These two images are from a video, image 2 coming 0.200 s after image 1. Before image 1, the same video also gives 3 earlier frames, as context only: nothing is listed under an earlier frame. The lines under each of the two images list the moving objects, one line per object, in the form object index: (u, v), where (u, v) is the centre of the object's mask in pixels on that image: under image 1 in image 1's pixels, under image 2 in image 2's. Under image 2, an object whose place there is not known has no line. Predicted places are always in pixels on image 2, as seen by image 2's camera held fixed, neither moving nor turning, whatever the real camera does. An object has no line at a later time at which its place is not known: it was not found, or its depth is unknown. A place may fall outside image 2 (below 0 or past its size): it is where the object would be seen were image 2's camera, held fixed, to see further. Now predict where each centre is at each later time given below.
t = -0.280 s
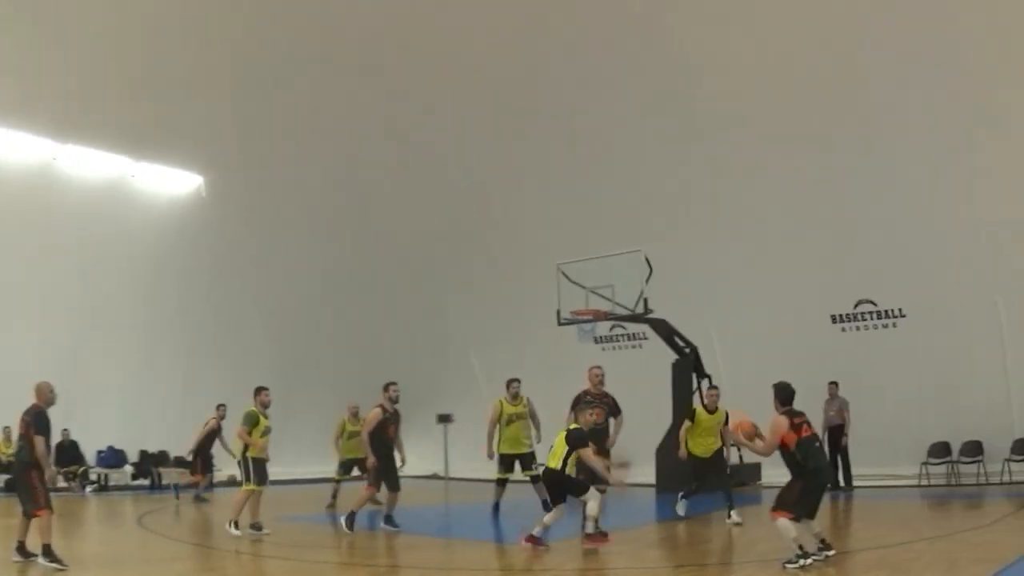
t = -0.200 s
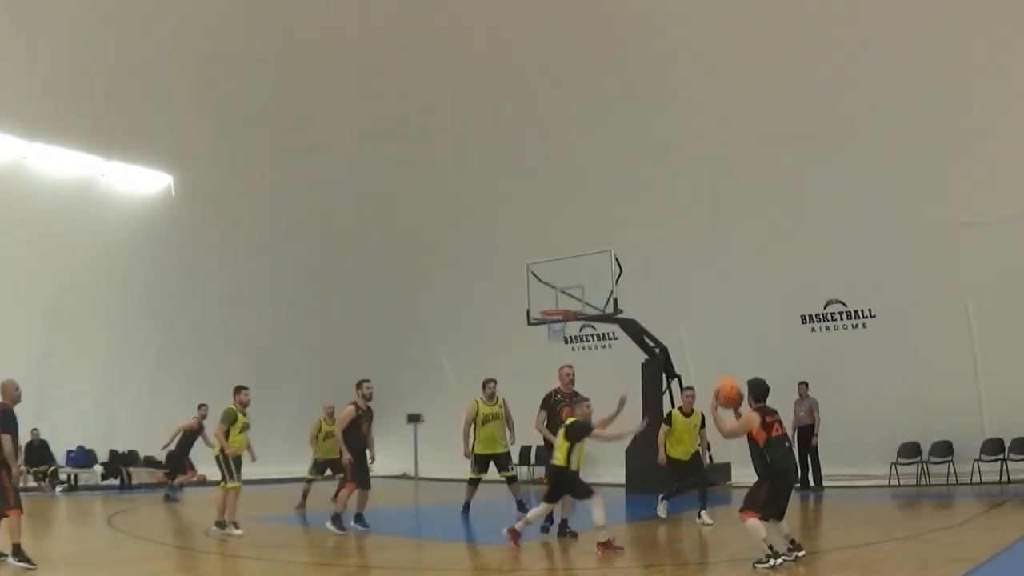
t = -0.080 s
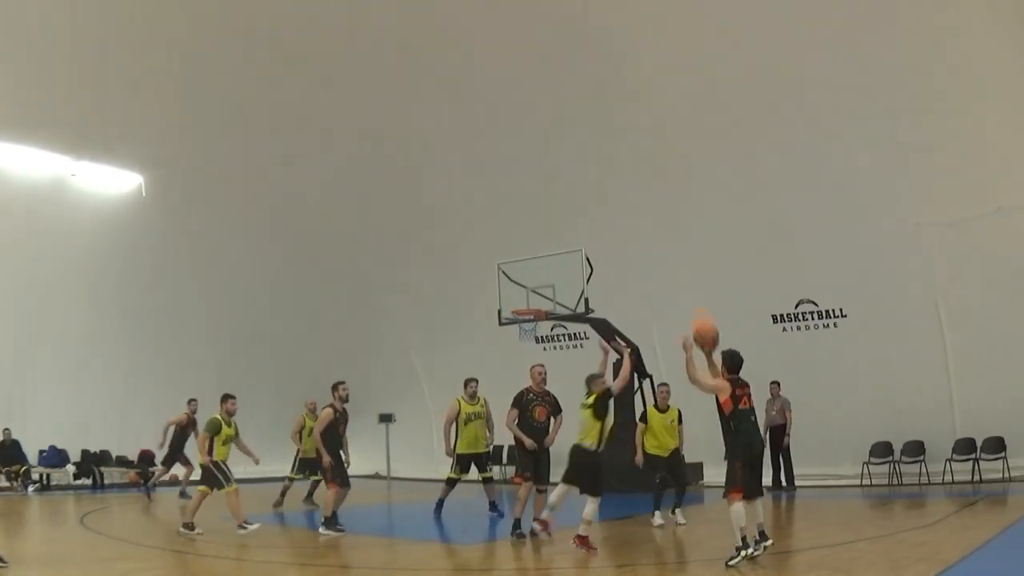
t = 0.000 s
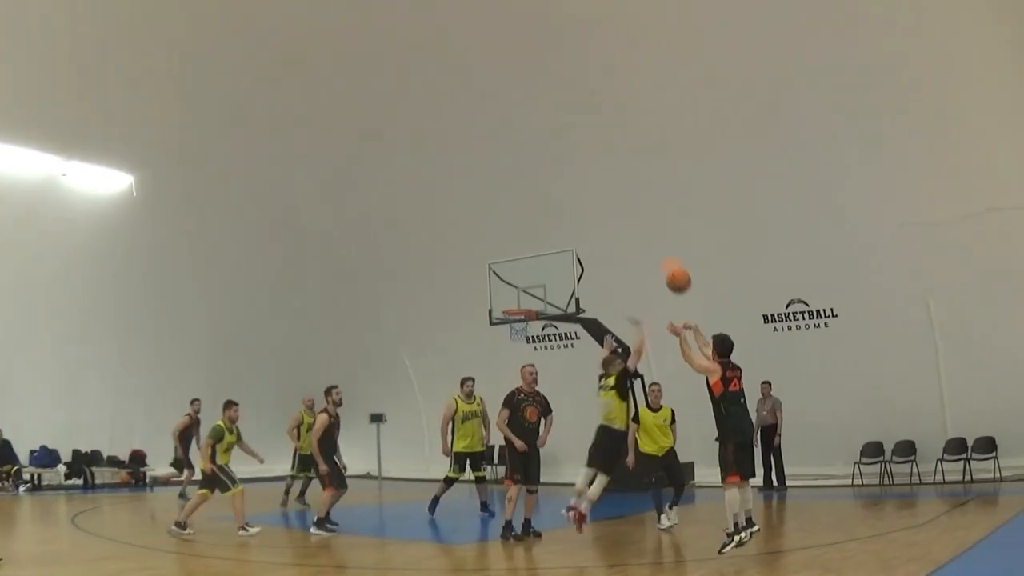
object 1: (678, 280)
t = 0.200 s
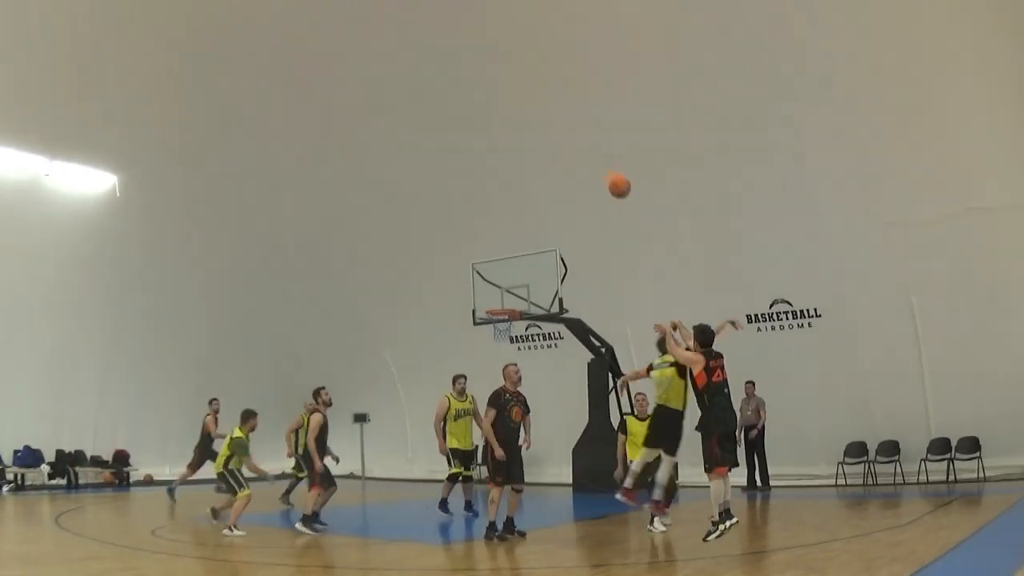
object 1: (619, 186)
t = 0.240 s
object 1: (615, 174)
